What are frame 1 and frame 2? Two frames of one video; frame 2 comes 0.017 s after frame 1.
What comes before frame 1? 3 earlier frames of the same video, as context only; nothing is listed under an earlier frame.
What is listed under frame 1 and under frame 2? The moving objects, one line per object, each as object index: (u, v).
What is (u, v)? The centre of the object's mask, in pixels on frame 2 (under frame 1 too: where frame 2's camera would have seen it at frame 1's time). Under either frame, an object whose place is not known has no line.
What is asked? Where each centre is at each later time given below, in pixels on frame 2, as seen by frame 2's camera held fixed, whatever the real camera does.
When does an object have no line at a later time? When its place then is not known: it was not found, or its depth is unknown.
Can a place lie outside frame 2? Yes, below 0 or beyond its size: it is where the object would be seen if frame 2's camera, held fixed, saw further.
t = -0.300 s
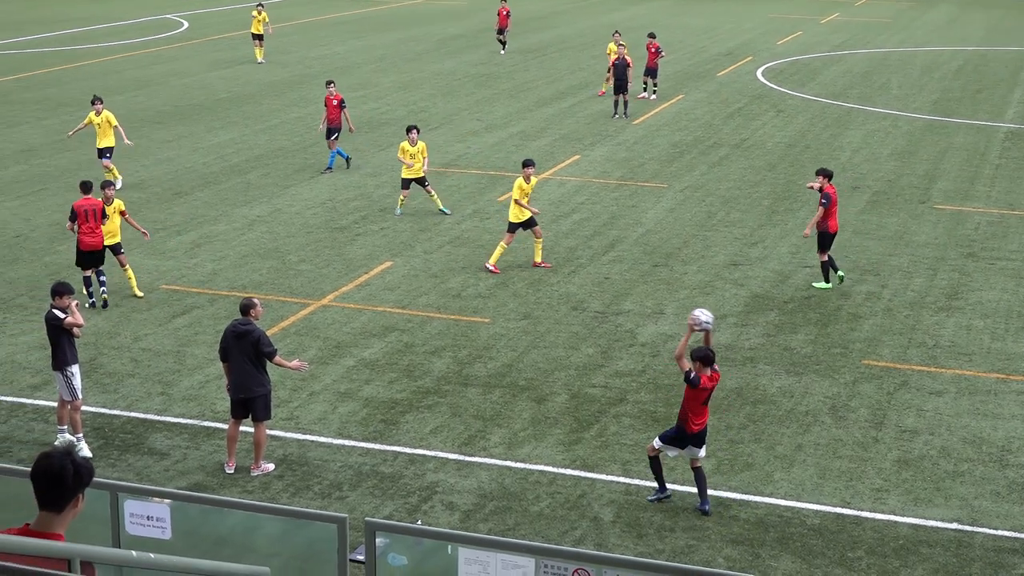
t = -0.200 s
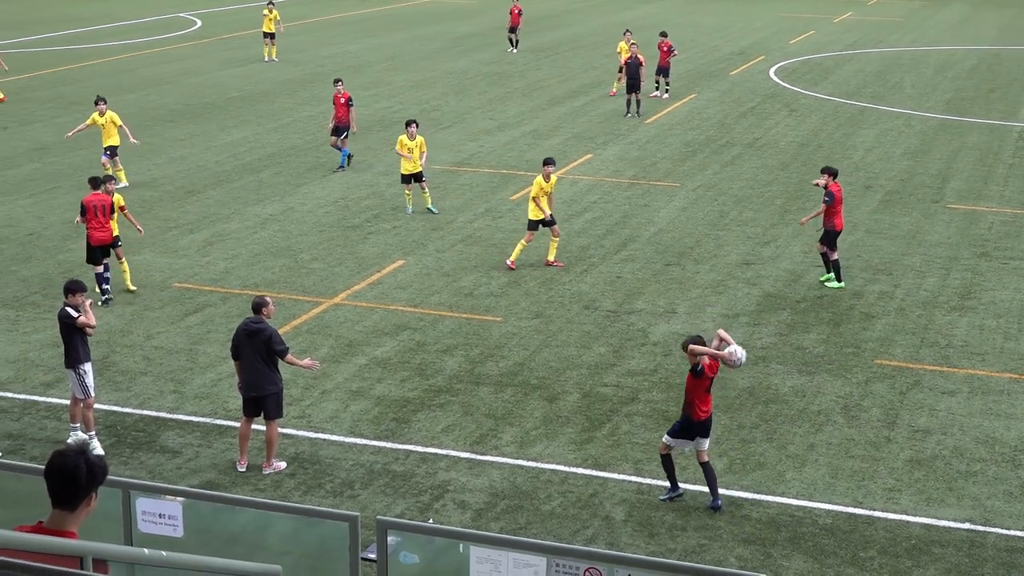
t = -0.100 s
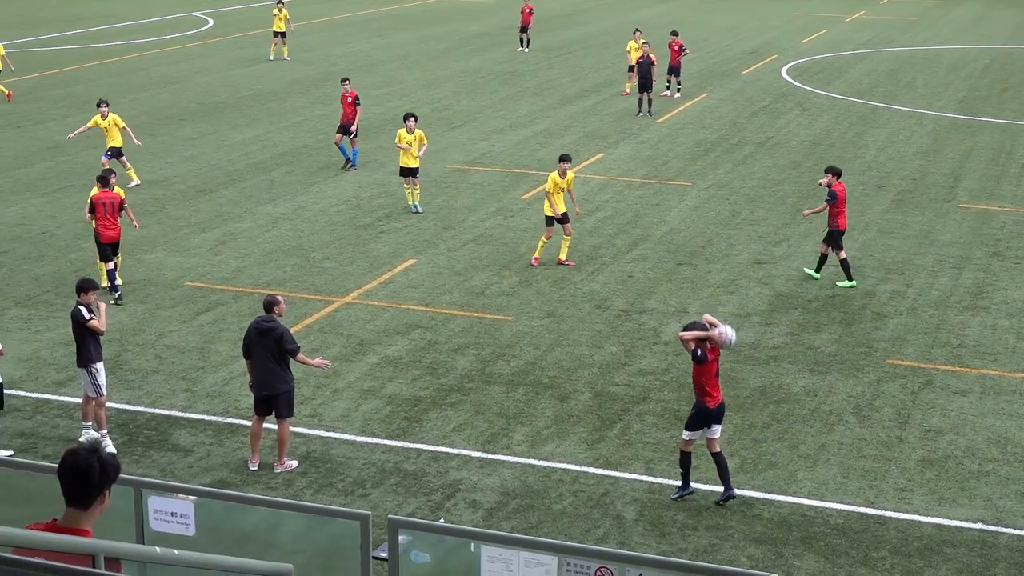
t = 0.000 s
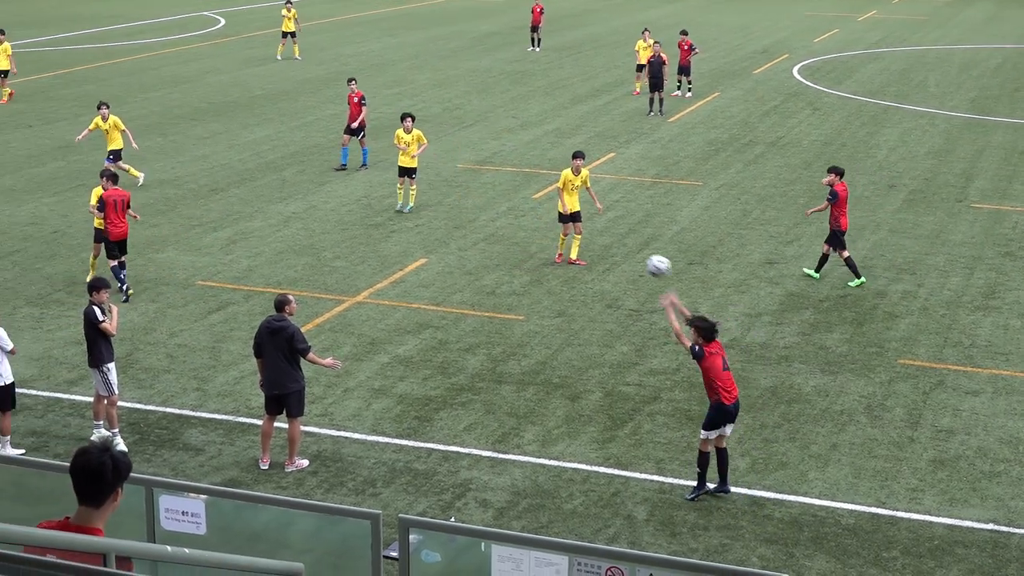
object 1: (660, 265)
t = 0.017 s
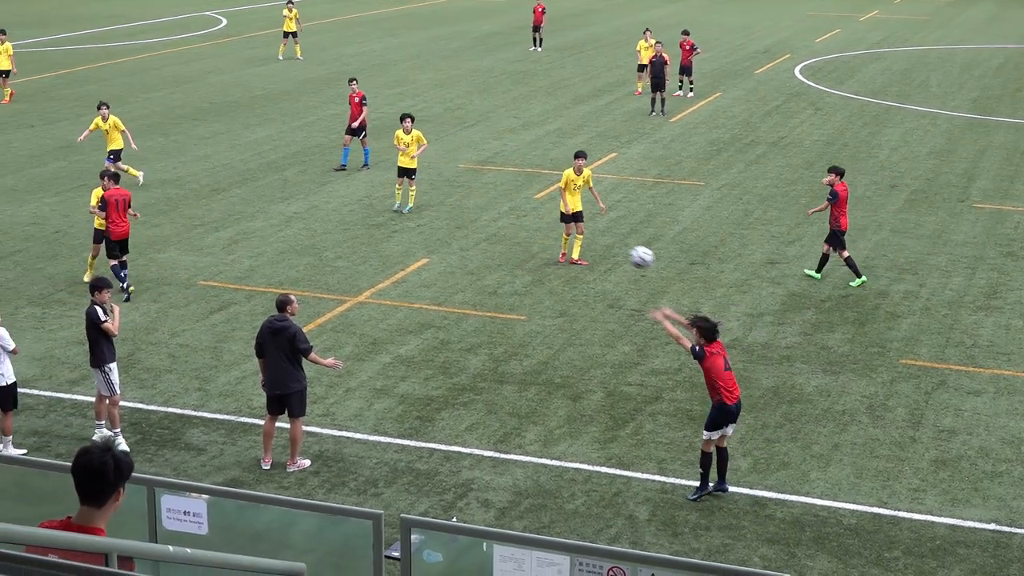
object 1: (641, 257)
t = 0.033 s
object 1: (623, 248)
